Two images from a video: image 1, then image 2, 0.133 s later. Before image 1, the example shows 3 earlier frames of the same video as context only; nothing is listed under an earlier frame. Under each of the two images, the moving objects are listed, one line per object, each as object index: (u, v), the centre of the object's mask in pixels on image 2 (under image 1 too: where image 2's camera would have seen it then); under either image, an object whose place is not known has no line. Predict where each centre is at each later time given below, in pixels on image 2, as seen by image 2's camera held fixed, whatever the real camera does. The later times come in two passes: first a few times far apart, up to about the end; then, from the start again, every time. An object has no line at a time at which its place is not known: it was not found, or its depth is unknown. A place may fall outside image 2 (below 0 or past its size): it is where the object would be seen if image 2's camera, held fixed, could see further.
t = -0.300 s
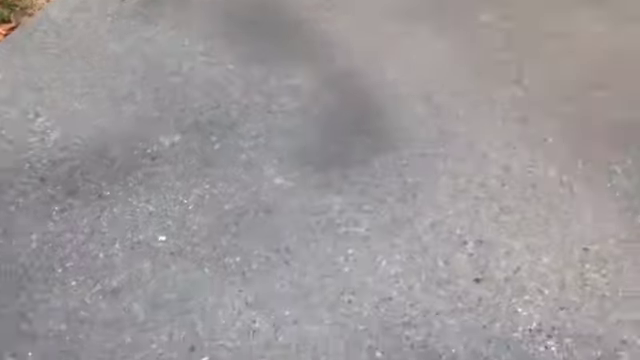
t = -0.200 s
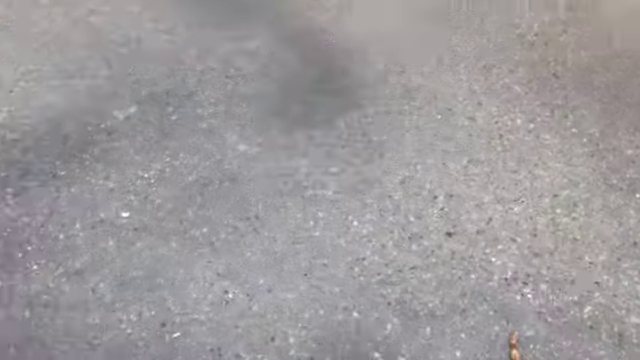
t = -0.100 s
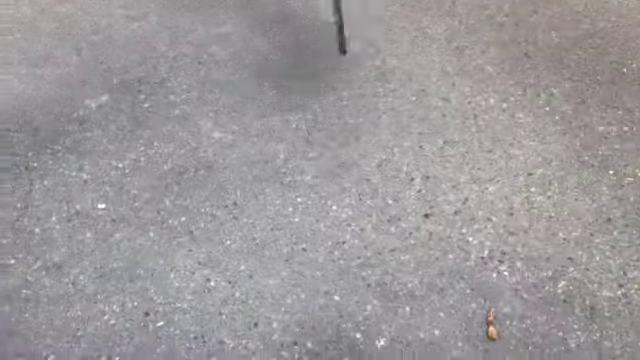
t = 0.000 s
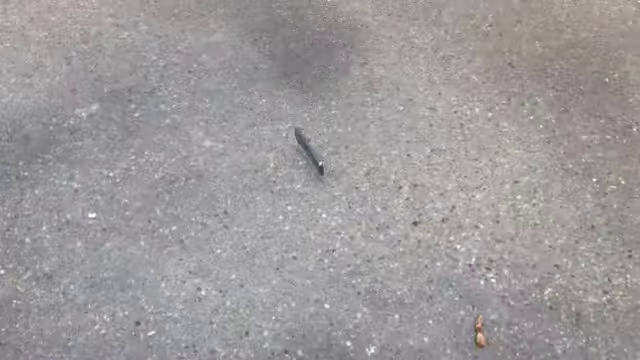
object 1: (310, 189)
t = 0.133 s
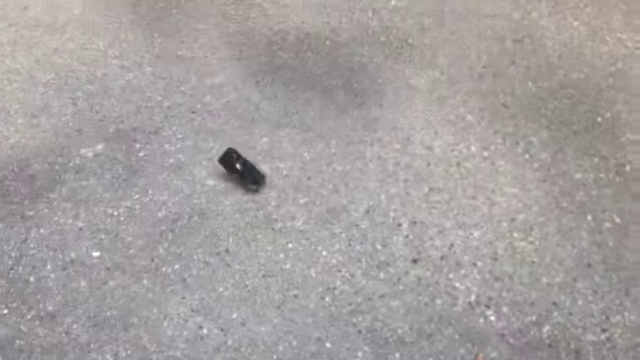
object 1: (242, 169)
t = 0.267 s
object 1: (193, 172)
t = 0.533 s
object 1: (154, 181)
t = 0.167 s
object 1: (226, 172)
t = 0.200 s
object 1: (214, 171)
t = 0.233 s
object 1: (203, 171)
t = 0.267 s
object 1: (193, 172)
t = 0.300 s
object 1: (181, 174)
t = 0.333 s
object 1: (173, 174)
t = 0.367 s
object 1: (167, 175)
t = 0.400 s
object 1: (162, 180)
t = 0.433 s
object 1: (159, 180)
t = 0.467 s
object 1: (156, 181)
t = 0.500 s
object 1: (155, 181)
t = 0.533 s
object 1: (154, 181)
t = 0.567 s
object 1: (154, 181)
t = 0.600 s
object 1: (155, 181)
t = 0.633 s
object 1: (155, 182)
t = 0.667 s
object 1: (155, 181)
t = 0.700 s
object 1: (155, 182)
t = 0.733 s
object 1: (155, 182)
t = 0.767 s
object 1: (155, 182)
